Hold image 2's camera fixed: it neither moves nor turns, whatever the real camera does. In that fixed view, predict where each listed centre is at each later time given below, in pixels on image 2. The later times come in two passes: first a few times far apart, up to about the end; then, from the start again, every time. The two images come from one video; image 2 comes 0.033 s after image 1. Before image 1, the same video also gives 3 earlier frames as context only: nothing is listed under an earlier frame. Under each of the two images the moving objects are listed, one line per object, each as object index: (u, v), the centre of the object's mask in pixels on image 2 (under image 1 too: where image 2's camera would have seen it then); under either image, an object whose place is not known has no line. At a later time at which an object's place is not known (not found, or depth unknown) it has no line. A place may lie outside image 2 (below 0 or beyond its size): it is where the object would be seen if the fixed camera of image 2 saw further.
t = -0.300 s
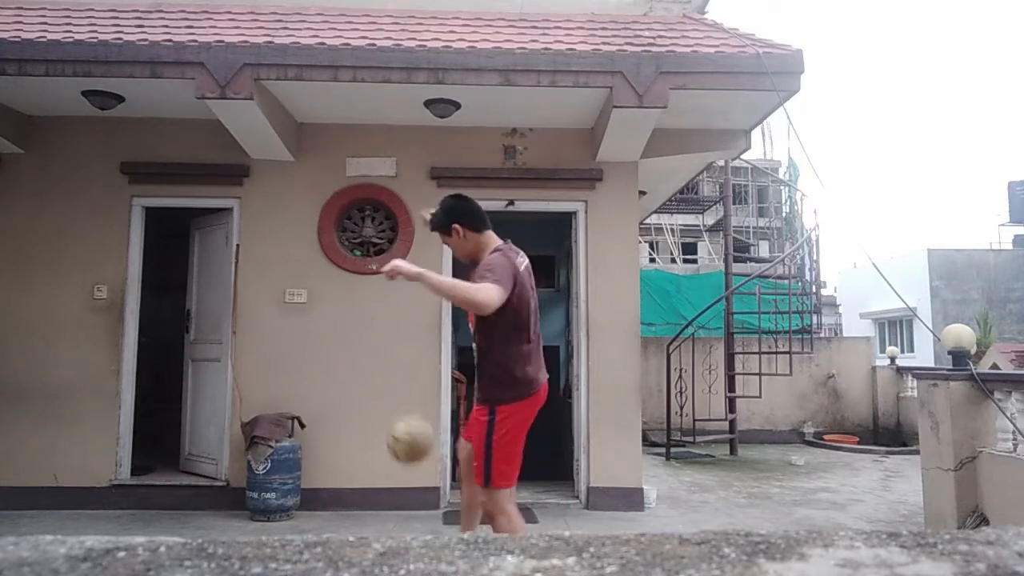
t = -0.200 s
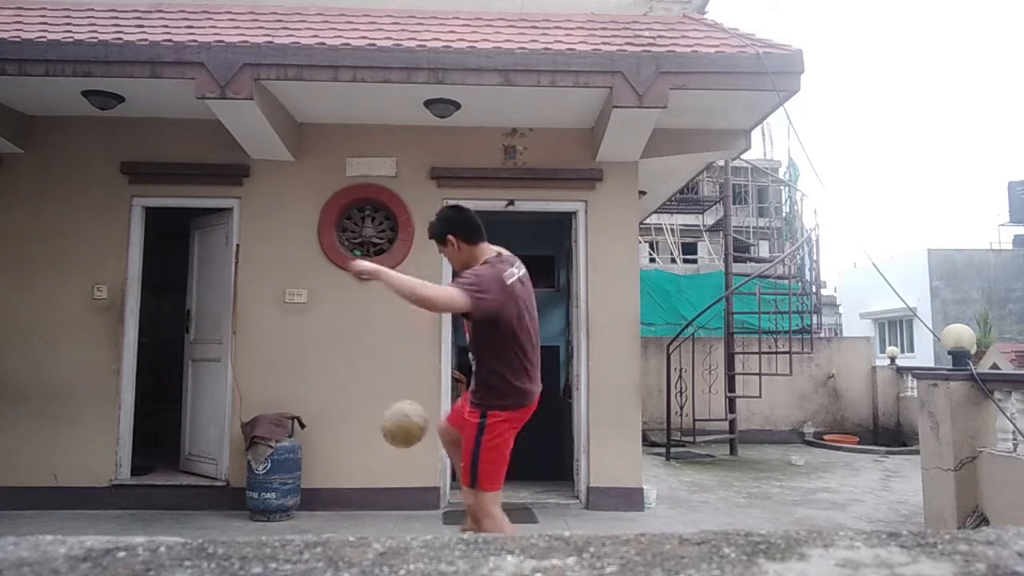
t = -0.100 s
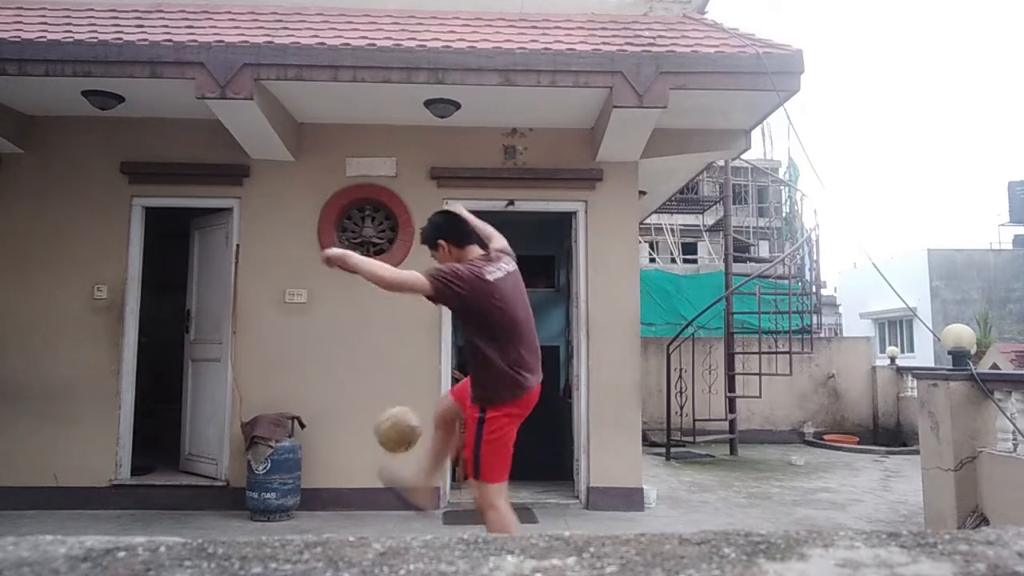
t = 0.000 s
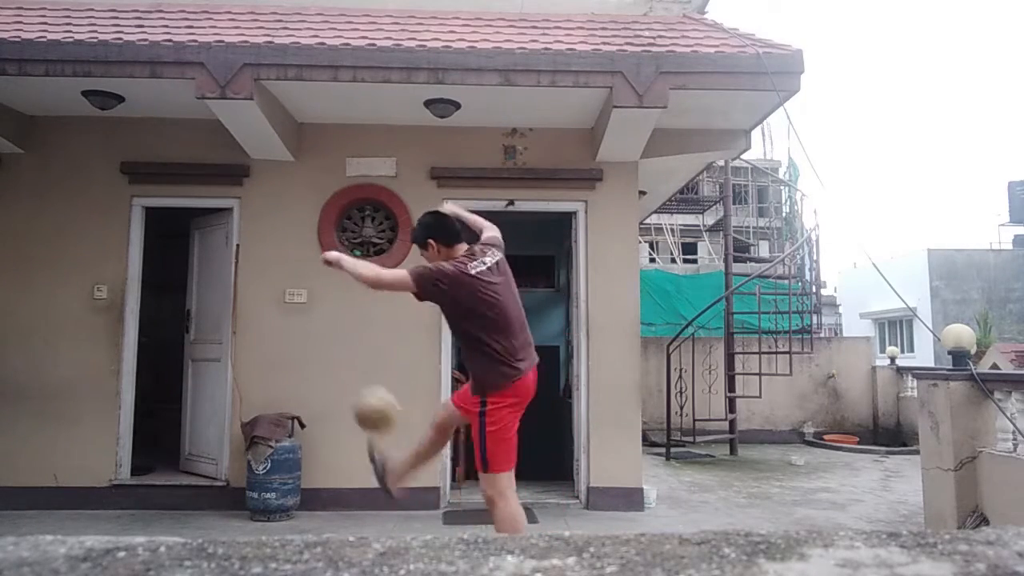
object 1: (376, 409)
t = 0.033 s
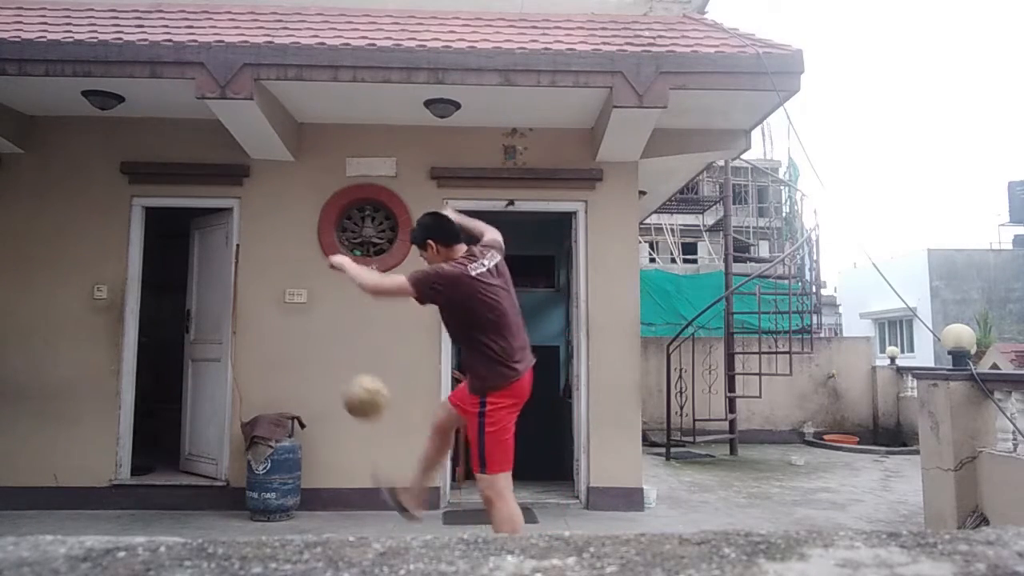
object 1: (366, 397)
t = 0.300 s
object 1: (285, 376)
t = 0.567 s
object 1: (199, 500)
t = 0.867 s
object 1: (135, 493)
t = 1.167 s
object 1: (73, 522)
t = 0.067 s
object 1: (355, 386)
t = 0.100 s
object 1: (345, 378)
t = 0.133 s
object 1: (335, 372)
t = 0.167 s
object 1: (326, 369)
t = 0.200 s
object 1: (317, 367)
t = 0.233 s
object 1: (306, 368)
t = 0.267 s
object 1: (296, 371)
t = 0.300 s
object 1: (285, 376)
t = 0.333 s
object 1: (275, 382)
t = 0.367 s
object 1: (263, 393)
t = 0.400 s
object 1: (252, 404)
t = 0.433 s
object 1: (242, 420)
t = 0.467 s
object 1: (232, 435)
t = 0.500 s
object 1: (221, 454)
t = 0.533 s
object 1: (209, 477)
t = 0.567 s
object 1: (199, 500)
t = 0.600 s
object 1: (191, 517)
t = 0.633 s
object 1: (182, 527)
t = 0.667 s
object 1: (173, 521)
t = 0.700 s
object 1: (166, 515)
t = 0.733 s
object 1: (160, 507)
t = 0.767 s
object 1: (154, 500)
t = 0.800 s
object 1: (148, 496)
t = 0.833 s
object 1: (142, 494)
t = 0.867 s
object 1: (135, 493)
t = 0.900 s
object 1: (128, 495)
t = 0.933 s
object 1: (120, 499)
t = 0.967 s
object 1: (113, 505)
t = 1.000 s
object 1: (107, 513)
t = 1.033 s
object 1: (100, 519)
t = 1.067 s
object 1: (94, 525)
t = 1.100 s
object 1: (85, 526)
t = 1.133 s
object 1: (78, 524)
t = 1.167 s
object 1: (73, 522)
